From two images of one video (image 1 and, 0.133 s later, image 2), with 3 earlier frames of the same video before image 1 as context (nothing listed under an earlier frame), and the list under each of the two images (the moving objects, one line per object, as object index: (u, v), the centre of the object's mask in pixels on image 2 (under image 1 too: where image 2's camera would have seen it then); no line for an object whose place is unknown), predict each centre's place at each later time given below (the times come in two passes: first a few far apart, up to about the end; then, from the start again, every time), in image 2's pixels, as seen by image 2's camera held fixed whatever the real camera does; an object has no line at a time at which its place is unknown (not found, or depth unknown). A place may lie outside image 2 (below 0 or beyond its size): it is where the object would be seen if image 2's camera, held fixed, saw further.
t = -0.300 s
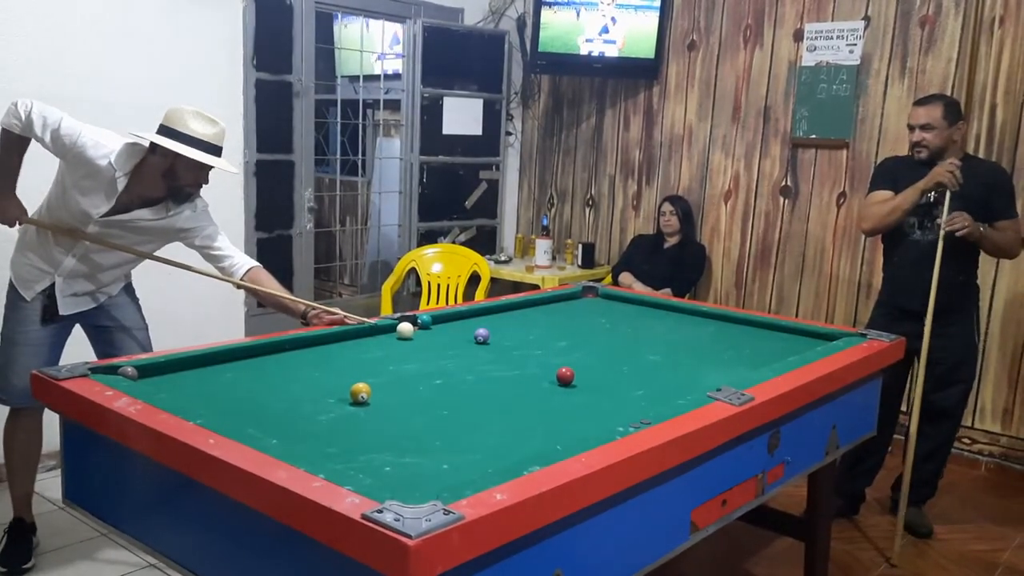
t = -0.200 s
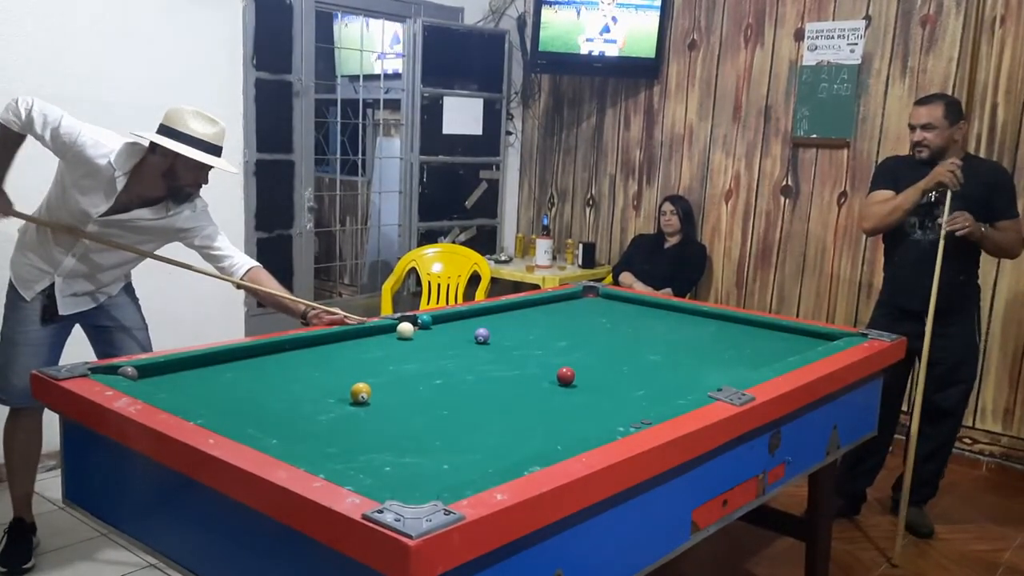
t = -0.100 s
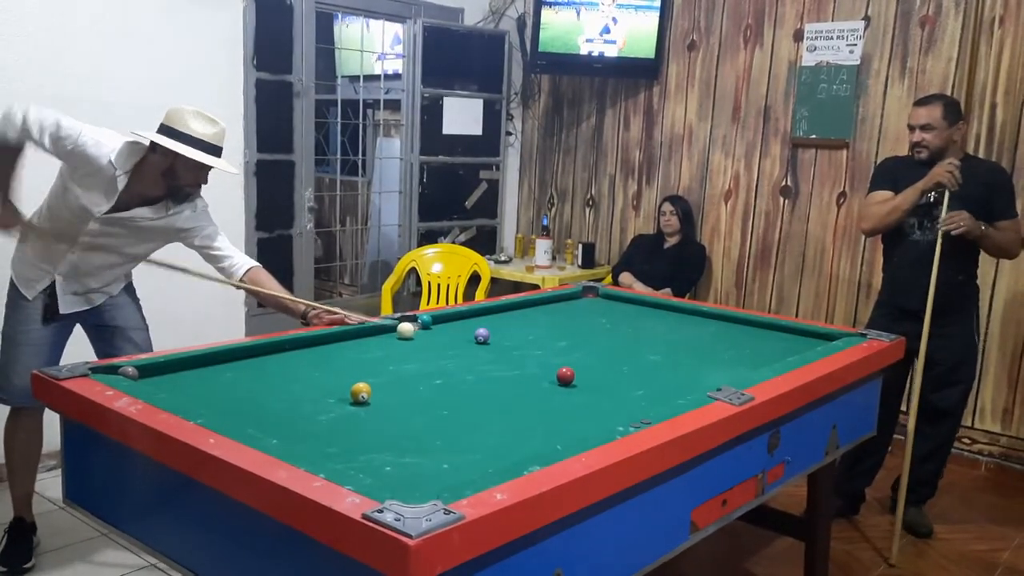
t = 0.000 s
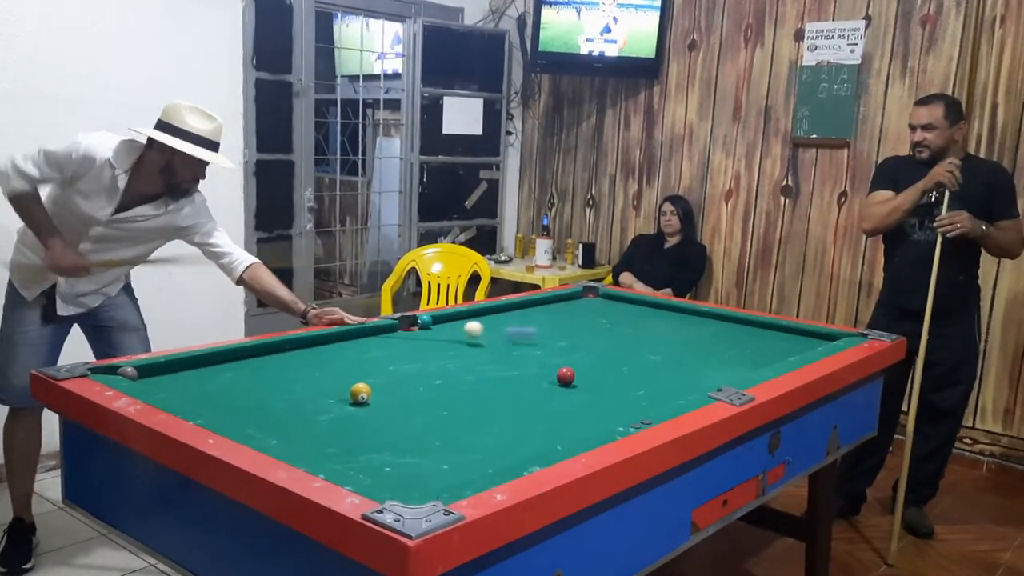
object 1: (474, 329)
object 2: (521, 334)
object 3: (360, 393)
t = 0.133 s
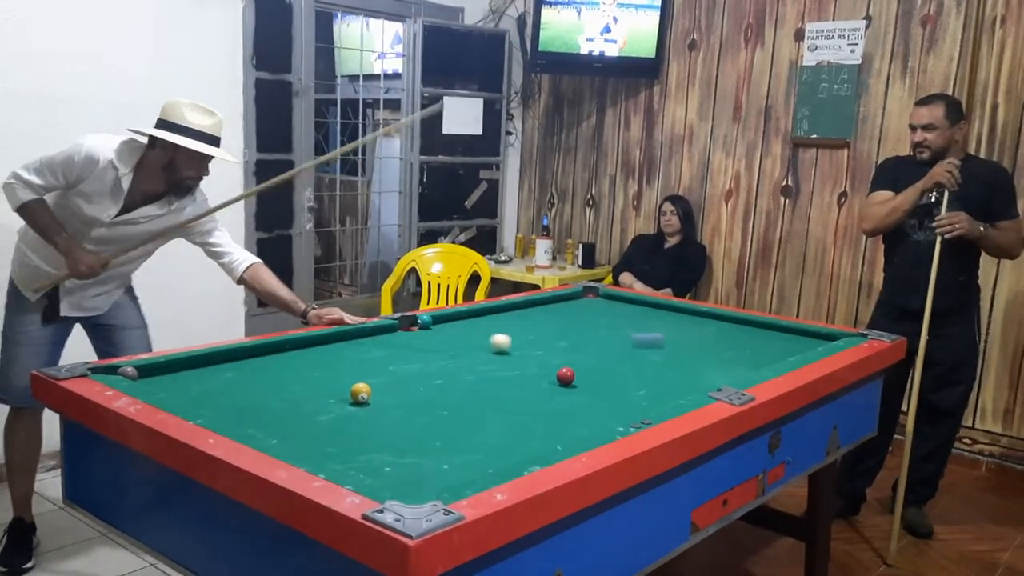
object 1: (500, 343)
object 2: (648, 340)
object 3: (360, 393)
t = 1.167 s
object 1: (637, 389)
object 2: (600, 320)
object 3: (360, 393)
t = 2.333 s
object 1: (413, 389)
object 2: (472, 348)
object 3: (361, 392)
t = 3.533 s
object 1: (324, 380)
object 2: (466, 425)
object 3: (295, 403)
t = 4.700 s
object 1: (312, 377)
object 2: (391, 481)
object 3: (278, 406)
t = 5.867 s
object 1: (312, 378)
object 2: (387, 462)
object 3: (278, 406)
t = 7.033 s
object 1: (311, 378)
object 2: (387, 461)
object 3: (277, 406)
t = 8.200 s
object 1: (311, 377)
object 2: (387, 461)
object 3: (277, 406)
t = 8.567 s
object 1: (311, 377)
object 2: (387, 461)
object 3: (277, 406)
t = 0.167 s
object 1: (509, 345)
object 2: (678, 340)
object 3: (360, 393)
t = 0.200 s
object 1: (518, 347)
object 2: (705, 340)
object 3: (360, 393)
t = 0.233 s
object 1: (526, 350)
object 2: (732, 341)
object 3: (360, 393)
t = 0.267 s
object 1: (536, 352)
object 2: (758, 342)
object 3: (360, 393)
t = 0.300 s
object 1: (545, 353)
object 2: (783, 343)
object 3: (359, 393)
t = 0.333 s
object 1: (553, 356)
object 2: (807, 343)
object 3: (360, 393)
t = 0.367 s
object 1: (563, 357)
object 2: (826, 340)
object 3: (360, 393)
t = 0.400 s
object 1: (573, 359)
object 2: (821, 339)
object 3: (360, 393)
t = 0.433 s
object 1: (582, 361)
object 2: (814, 336)
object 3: (359, 393)
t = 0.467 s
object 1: (591, 364)
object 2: (809, 333)
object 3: (360, 392)
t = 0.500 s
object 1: (601, 366)
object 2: (804, 331)
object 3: (360, 392)
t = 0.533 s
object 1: (610, 368)
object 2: (793, 330)
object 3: (359, 392)
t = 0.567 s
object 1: (620, 370)
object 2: (781, 330)
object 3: (359, 392)
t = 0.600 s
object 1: (630, 372)
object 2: (772, 329)
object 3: (360, 393)
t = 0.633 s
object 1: (639, 374)
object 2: (761, 329)
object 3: (360, 393)
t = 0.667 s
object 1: (649, 377)
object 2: (750, 328)
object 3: (360, 393)
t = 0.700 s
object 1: (659, 379)
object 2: (739, 328)
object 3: (360, 393)
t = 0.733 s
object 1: (670, 381)
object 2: (729, 327)
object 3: (359, 393)
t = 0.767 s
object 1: (680, 383)
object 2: (719, 327)
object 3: (360, 392)
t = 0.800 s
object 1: (690, 385)
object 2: (708, 326)
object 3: (360, 393)
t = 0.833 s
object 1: (700, 386)
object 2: (698, 326)
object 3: (360, 393)
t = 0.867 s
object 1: (704, 387)
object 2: (688, 325)
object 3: (360, 393)
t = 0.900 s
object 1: (695, 387)
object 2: (678, 325)
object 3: (360, 393)
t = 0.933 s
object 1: (687, 388)
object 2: (669, 324)
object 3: (360, 393)
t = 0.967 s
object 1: (679, 388)
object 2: (658, 323)
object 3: (359, 393)
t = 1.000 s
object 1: (673, 389)
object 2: (649, 323)
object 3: (360, 393)
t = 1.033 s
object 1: (666, 389)
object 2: (639, 322)
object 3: (360, 393)
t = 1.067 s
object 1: (658, 389)
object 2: (629, 322)
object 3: (359, 393)
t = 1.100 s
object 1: (651, 389)
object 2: (619, 321)
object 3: (360, 393)
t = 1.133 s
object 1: (644, 389)
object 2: (609, 320)
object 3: (360, 393)
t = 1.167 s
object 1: (637, 389)
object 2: (600, 320)
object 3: (360, 393)
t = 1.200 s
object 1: (630, 389)
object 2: (590, 319)
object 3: (359, 393)
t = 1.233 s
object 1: (622, 389)
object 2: (581, 319)
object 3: (359, 393)
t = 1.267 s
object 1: (615, 389)
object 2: (571, 318)
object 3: (360, 393)
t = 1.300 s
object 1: (608, 389)
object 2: (562, 318)
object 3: (360, 393)
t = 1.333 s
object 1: (601, 389)
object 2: (553, 317)
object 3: (360, 393)
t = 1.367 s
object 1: (595, 389)
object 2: (543, 317)
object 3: (360, 393)
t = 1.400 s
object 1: (588, 389)
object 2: (535, 316)
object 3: (359, 393)
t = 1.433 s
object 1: (581, 389)
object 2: (525, 316)
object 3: (360, 393)
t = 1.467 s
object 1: (574, 389)
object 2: (516, 315)
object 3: (360, 393)
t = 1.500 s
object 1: (568, 389)
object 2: (506, 315)
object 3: (360, 393)
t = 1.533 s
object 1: (561, 389)
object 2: (497, 314)
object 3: (359, 393)
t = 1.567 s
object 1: (554, 388)
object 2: (488, 313)
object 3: (360, 392)
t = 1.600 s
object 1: (547, 389)
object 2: (479, 313)
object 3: (359, 392)
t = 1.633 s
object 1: (540, 389)
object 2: (473, 313)
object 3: (359, 392)
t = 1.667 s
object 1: (534, 389)
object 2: (473, 314)
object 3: (359, 392)
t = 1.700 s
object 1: (527, 389)
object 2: (473, 316)
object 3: (360, 393)
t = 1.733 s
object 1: (521, 389)
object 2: (473, 318)
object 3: (360, 393)
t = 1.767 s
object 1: (515, 389)
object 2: (473, 319)
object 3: (360, 393)
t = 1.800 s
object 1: (508, 389)
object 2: (473, 321)
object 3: (360, 393)
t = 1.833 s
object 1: (502, 389)
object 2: (473, 323)
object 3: (361, 393)
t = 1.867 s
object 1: (496, 389)
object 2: (473, 324)
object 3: (361, 393)
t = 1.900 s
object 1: (490, 389)
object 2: (473, 326)
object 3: (361, 393)
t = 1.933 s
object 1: (483, 389)
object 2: (473, 327)
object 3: (361, 393)
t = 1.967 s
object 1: (477, 389)
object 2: (473, 329)
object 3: (361, 393)
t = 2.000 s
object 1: (471, 389)
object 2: (473, 330)
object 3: (361, 393)
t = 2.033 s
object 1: (465, 389)
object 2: (473, 332)
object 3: (361, 393)
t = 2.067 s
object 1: (459, 389)
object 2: (473, 334)
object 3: (361, 393)
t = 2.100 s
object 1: (453, 389)
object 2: (473, 335)
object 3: (360, 393)
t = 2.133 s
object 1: (447, 389)
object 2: (472, 337)
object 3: (361, 393)
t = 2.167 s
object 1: (441, 389)
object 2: (472, 339)
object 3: (361, 393)
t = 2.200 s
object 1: (435, 389)
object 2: (473, 340)
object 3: (361, 393)
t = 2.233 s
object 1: (430, 389)
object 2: (472, 342)
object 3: (361, 393)
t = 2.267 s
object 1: (424, 389)
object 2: (472, 344)
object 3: (361, 393)
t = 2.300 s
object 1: (418, 389)
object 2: (473, 346)
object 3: (361, 392)
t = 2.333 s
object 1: (413, 389)
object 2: (472, 348)
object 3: (361, 392)
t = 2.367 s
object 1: (407, 389)
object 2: (472, 350)
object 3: (361, 393)
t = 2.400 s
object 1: (401, 389)
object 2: (472, 351)
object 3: (361, 393)
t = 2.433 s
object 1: (396, 389)
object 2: (472, 354)
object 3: (361, 393)
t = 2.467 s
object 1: (390, 390)
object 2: (472, 355)
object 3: (361, 393)
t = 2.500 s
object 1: (384, 390)
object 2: (472, 357)
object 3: (360, 393)
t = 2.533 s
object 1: (379, 389)
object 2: (471, 359)
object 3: (359, 393)
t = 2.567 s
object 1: (376, 389)
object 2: (471, 361)
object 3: (356, 393)
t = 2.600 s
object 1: (373, 389)
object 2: (471, 362)
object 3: (352, 394)
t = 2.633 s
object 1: (371, 389)
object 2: (471, 365)
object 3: (350, 394)
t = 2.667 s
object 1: (368, 389)
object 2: (471, 367)
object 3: (347, 395)
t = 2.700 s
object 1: (366, 388)
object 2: (471, 369)
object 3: (345, 395)
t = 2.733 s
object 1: (363, 387)
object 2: (471, 371)
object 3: (342, 395)
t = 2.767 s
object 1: (361, 387)
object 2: (471, 372)
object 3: (339, 396)
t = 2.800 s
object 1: (358, 387)
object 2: (470, 374)
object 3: (336, 396)
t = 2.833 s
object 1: (356, 386)
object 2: (470, 376)
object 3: (334, 396)
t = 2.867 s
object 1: (353, 385)
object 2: (470, 379)
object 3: (331, 397)
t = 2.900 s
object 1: (351, 386)
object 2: (470, 381)
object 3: (329, 397)
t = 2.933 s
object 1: (350, 385)
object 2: (470, 383)
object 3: (327, 398)
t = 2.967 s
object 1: (348, 385)
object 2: (470, 385)
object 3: (325, 398)
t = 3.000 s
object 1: (346, 385)
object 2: (469, 387)
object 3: (323, 398)
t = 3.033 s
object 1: (344, 384)
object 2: (469, 390)
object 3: (320, 399)
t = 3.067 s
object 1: (342, 384)
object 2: (469, 392)
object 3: (318, 399)
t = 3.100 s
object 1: (341, 384)
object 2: (469, 394)
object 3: (316, 400)
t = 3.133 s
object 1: (339, 383)
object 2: (469, 396)
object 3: (314, 400)
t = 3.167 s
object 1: (337, 383)
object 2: (468, 398)
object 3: (312, 400)
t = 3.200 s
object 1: (335, 383)
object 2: (468, 401)
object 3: (310, 401)
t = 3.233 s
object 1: (334, 382)
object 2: (468, 404)
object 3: (309, 401)
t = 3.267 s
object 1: (332, 382)
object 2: (468, 406)
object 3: (307, 401)
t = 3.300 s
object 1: (331, 382)
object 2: (468, 408)
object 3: (305, 402)
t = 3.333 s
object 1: (330, 381)
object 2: (467, 410)
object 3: (304, 402)
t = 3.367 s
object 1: (329, 381)
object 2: (467, 412)
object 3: (302, 402)
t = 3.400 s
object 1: (327, 381)
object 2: (467, 415)
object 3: (300, 402)
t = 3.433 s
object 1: (326, 381)
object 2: (466, 418)
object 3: (298, 403)
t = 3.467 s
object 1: (325, 381)
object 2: (466, 420)
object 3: (297, 403)
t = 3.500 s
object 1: (325, 380)
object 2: (467, 422)
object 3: (297, 403)
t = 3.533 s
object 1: (324, 380)
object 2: (466, 425)
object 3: (295, 403)
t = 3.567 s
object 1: (322, 380)
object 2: (465, 427)
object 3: (293, 403)
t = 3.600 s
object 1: (320, 379)
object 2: (465, 429)
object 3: (291, 404)
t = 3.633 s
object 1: (319, 378)
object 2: (464, 432)
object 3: (289, 404)
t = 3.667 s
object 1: (318, 378)
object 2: (464, 435)
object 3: (287, 404)
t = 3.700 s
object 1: (317, 378)
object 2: (463, 438)
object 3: (286, 404)
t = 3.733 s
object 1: (316, 378)
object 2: (463, 441)
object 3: (285, 405)
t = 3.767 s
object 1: (315, 378)
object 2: (463, 443)
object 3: (285, 404)
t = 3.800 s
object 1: (315, 378)
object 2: (463, 445)
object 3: (284, 405)
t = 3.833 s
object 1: (314, 378)
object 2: (462, 448)
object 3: (283, 405)
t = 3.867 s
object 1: (313, 378)
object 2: (462, 452)
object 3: (283, 405)
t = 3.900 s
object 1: (313, 378)
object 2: (462, 454)
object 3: (282, 405)
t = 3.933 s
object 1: (312, 378)
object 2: (462, 456)
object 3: (282, 406)
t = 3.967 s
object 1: (312, 378)
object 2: (461, 459)
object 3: (281, 406)
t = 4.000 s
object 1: (311, 378)
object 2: (461, 462)
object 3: (281, 406)
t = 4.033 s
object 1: (310, 377)
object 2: (461, 465)
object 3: (280, 406)
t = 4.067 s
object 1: (310, 377)
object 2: (460, 467)
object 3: (279, 406)
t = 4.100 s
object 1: (310, 377)
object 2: (460, 469)
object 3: (279, 406)
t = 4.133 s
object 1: (310, 377)
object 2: (459, 471)
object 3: (279, 406)
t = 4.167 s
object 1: (310, 377)
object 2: (458, 473)
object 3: (279, 406)
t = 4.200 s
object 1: (310, 377)
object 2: (458, 474)
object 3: (279, 406)
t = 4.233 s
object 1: (309, 377)
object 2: (456, 476)
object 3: (278, 406)
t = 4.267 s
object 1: (310, 377)
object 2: (451, 477)
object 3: (278, 406)
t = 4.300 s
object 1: (310, 377)
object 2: (445, 478)
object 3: (278, 406)
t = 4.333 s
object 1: (310, 377)
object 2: (441, 479)
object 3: (278, 406)
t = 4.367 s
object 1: (310, 377)
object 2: (436, 480)
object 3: (278, 406)
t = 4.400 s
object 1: (310, 377)
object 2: (432, 481)
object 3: (278, 406)
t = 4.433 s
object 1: (311, 377)
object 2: (426, 482)
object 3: (278, 406)
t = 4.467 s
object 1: (311, 377)
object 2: (421, 482)
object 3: (278, 406)
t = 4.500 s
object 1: (311, 378)
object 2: (416, 483)
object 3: (278, 406)
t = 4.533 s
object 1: (311, 377)
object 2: (412, 483)
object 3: (278, 406)
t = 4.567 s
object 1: (311, 377)
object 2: (407, 483)
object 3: (278, 406)
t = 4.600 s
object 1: (312, 378)
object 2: (403, 484)
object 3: (278, 406)
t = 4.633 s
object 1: (312, 378)
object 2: (399, 483)
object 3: (278, 406)
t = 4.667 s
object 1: (312, 377)
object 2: (395, 482)
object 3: (278, 406)
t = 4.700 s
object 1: (312, 377)
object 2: (391, 481)
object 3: (278, 406)
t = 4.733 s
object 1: (312, 378)
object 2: (387, 480)
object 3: (278, 406)
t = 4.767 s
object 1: (312, 377)
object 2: (387, 479)
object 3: (278, 406)
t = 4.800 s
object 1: (312, 378)
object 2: (387, 478)
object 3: (278, 406)
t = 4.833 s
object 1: (312, 378)
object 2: (386, 478)
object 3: (278, 406)
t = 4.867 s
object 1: (312, 378)
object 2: (387, 477)
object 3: (278, 406)
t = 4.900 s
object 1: (312, 378)
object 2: (386, 476)
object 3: (278, 406)
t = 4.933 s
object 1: (312, 378)
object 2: (386, 476)
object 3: (278, 406)
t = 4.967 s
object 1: (312, 378)
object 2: (386, 475)
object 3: (278, 406)
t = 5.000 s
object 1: (312, 378)
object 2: (387, 475)
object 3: (278, 406)
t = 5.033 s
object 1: (312, 378)
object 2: (387, 474)
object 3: (279, 406)
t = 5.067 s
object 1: (312, 378)
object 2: (388, 473)
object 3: (279, 406)
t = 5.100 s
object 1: (312, 378)
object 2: (387, 473)
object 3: (278, 406)
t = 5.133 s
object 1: (311, 377)
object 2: (387, 473)
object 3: (277, 406)
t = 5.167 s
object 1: (311, 377)
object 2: (387, 472)
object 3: (277, 406)
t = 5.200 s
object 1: (311, 377)
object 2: (387, 471)
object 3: (277, 406)
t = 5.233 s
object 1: (311, 378)
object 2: (388, 471)
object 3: (278, 406)
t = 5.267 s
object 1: (312, 378)
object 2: (389, 470)
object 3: (278, 406)
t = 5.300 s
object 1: (312, 378)
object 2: (389, 469)
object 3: (279, 406)
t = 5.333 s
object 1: (312, 378)
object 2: (389, 468)
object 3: (279, 406)
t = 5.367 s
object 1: (312, 378)
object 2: (390, 467)
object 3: (279, 406)
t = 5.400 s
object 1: (312, 378)
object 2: (389, 467)
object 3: (279, 406)
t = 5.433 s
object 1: (312, 378)
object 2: (389, 466)
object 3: (279, 406)
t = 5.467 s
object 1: (312, 378)
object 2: (389, 466)
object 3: (279, 406)
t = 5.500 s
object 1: (312, 378)
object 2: (389, 465)
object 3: (279, 406)
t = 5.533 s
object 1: (312, 378)
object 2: (389, 465)
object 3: (279, 406)
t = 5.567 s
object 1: (312, 378)
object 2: (389, 464)
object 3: (278, 406)
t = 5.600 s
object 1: (312, 378)
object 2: (389, 464)
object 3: (278, 406)
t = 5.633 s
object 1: (312, 378)
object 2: (389, 464)
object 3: (278, 406)
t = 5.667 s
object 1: (312, 378)
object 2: (389, 464)
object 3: (279, 406)
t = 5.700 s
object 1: (312, 378)
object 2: (389, 464)
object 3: (279, 407)
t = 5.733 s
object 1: (312, 378)
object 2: (389, 463)
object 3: (280, 406)
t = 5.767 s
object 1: (312, 378)
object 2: (389, 462)
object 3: (280, 406)
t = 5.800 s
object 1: (312, 378)
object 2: (389, 462)
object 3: (279, 406)
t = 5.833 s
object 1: (312, 378)
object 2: (388, 462)
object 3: (278, 406)
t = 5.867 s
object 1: (312, 378)
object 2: (387, 462)
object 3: (278, 406)
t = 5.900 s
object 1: (311, 377)
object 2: (387, 462)
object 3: (277, 405)
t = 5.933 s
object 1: (311, 377)
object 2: (387, 461)
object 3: (277, 405)
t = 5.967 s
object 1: (311, 377)
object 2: (386, 461)
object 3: (277, 405)
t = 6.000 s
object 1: (311, 377)
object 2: (387, 461)
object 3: (277, 406)
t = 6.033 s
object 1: (311, 378)
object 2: (387, 462)
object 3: (277, 406)
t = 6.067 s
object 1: (311, 377)
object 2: (387, 461)
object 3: (277, 406)
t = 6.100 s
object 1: (311, 377)
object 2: (387, 461)
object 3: (277, 406)
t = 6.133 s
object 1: (311, 377)
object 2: (387, 461)
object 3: (277, 406)
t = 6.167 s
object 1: (311, 378)
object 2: (387, 461)
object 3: (277, 406)
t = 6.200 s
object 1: (311, 378)
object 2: (387, 461)
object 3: (277, 406)
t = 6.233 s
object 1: (311, 377)
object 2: (387, 461)
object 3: (277, 406)
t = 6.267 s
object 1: (311, 377)
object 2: (387, 461)
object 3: (277, 406)
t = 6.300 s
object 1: (311, 377)
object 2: (387, 461)
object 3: (277, 406)
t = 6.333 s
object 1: (311, 377)
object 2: (387, 461)
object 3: (277, 406)
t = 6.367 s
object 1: (311, 377)
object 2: (387, 461)
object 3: (277, 406)
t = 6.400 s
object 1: (311, 377)
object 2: (387, 461)
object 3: (277, 406)
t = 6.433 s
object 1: (311, 377)
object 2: (387, 461)
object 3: (277, 406)
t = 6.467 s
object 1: (311, 377)
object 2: (387, 461)
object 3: (277, 406)
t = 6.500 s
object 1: (311, 377)
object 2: (387, 461)
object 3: (277, 406)
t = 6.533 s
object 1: (311, 377)
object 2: (387, 461)
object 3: (277, 406)
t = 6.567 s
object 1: (311, 377)
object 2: (387, 461)
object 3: (277, 406)
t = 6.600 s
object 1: (311, 377)
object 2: (387, 461)
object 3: (277, 406)
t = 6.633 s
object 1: (311, 377)
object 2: (387, 461)
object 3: (277, 406)
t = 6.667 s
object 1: (311, 377)
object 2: (387, 461)
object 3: (277, 406)
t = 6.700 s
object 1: (311, 377)
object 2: (387, 461)
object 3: (277, 406)
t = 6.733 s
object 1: (311, 377)
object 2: (387, 461)
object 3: (277, 406)
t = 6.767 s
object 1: (311, 377)
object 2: (387, 461)
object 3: (277, 406)
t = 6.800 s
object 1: (311, 377)
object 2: (387, 461)
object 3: (277, 406)
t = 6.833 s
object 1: (311, 378)
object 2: (387, 461)
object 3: (277, 406)
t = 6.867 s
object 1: (311, 378)
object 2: (387, 461)
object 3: (277, 406)
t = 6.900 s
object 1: (311, 377)
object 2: (387, 461)
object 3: (277, 406)
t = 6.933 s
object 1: (311, 377)
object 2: (387, 461)
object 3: (277, 406)
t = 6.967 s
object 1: (311, 377)
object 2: (387, 461)
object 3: (277, 406)
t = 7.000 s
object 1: (311, 377)
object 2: (387, 461)
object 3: (277, 406)
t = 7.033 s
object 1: (311, 378)
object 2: (387, 461)
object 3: (277, 406)
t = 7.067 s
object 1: (311, 377)
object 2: (387, 461)
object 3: (277, 406)
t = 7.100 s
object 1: (311, 378)
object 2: (387, 461)
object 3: (277, 406)
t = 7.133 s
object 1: (311, 377)
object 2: (387, 461)
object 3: (277, 406)
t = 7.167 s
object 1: (311, 377)
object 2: (387, 461)
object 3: (277, 406)
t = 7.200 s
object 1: (311, 377)
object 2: (387, 461)
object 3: (277, 406)
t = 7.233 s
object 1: (311, 378)
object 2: (387, 461)
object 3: (277, 406)
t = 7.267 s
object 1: (311, 378)
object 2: (387, 461)
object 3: (277, 406)
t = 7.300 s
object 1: (311, 378)
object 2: (387, 461)
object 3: (277, 406)
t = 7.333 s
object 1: (311, 377)
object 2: (387, 461)
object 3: (277, 406)
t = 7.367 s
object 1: (311, 377)
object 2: (387, 461)
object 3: (277, 406)
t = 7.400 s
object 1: (311, 377)
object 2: (387, 461)
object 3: (277, 406)
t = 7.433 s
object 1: (311, 377)
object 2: (387, 461)
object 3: (277, 406)
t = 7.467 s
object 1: (311, 377)
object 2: (387, 461)
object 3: (277, 406)
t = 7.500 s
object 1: (311, 377)
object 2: (387, 461)
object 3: (277, 406)
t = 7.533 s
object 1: (311, 377)
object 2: (387, 461)
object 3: (277, 406)
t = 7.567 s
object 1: (311, 377)
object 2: (387, 461)
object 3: (277, 406)
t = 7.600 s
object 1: (311, 377)
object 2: (387, 461)
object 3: (277, 406)
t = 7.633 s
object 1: (311, 377)
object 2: (387, 461)
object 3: (277, 406)
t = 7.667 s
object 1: (311, 377)
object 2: (387, 461)
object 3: (277, 406)
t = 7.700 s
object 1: (311, 377)
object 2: (387, 461)
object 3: (277, 406)
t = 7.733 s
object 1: (311, 377)
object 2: (387, 461)
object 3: (277, 406)
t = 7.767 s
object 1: (311, 377)
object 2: (387, 461)
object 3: (277, 406)
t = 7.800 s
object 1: (311, 377)
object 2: (387, 461)
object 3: (277, 406)
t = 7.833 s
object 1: (311, 377)
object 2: (387, 461)
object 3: (277, 406)
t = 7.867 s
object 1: (311, 377)
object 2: (387, 461)
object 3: (277, 406)
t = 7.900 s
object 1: (311, 377)
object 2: (387, 461)
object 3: (277, 406)
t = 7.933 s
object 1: (311, 377)
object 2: (387, 461)
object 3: (277, 406)
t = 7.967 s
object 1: (311, 377)
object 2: (387, 461)
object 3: (277, 406)
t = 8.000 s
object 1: (311, 377)
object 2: (387, 461)
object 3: (277, 406)
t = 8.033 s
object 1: (311, 377)
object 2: (387, 461)
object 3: (277, 406)
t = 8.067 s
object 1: (311, 377)
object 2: (387, 461)
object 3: (277, 406)
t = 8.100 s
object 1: (311, 377)
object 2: (387, 461)
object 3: (277, 406)
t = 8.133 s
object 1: (311, 377)
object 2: (387, 461)
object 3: (277, 406)
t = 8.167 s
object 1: (311, 377)
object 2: (387, 461)
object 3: (277, 406)
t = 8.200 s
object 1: (311, 377)
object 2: (387, 461)
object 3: (277, 406)
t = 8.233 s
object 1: (311, 377)
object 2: (387, 461)
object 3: (277, 406)
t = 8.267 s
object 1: (311, 377)
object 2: (387, 461)
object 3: (277, 406)
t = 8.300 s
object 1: (311, 377)
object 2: (387, 461)
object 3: (277, 406)
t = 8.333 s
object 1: (311, 377)
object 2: (387, 461)
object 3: (277, 406)
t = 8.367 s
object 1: (311, 377)
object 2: (387, 461)
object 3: (277, 406)
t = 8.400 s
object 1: (311, 377)
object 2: (387, 461)
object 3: (277, 406)
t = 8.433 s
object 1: (311, 377)
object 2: (387, 461)
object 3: (277, 406)
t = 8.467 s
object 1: (311, 377)
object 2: (387, 461)
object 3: (277, 406)
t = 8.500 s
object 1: (311, 377)
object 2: (387, 461)
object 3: (277, 406)
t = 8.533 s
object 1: (311, 377)
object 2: (387, 461)
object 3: (277, 406)
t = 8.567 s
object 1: (311, 377)
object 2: (387, 461)
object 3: (277, 406)
